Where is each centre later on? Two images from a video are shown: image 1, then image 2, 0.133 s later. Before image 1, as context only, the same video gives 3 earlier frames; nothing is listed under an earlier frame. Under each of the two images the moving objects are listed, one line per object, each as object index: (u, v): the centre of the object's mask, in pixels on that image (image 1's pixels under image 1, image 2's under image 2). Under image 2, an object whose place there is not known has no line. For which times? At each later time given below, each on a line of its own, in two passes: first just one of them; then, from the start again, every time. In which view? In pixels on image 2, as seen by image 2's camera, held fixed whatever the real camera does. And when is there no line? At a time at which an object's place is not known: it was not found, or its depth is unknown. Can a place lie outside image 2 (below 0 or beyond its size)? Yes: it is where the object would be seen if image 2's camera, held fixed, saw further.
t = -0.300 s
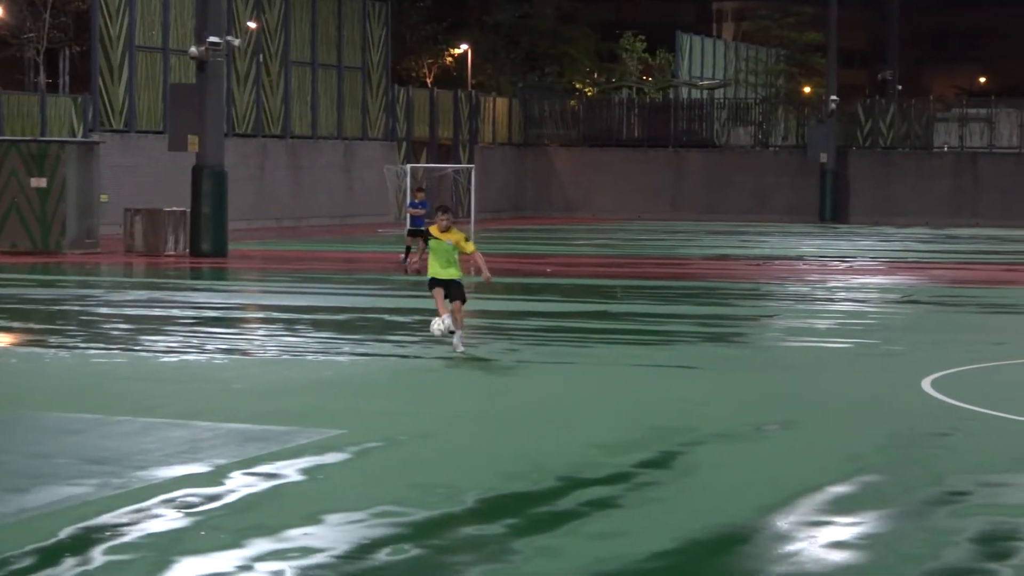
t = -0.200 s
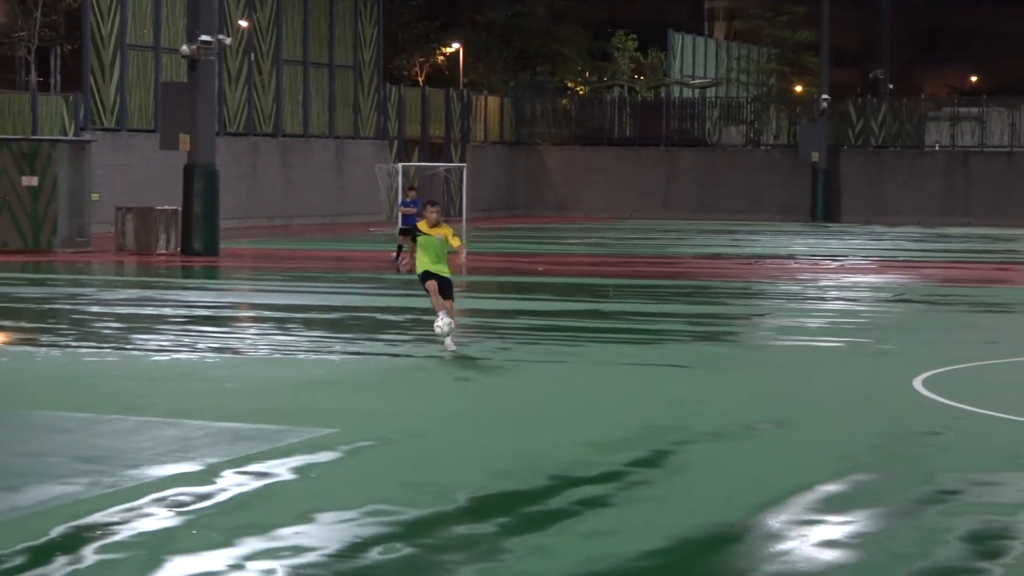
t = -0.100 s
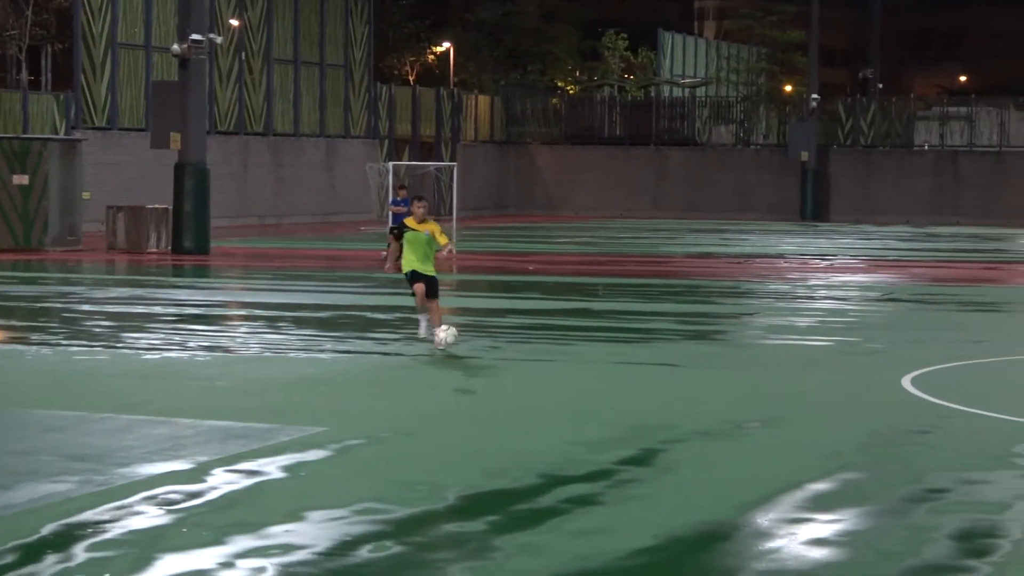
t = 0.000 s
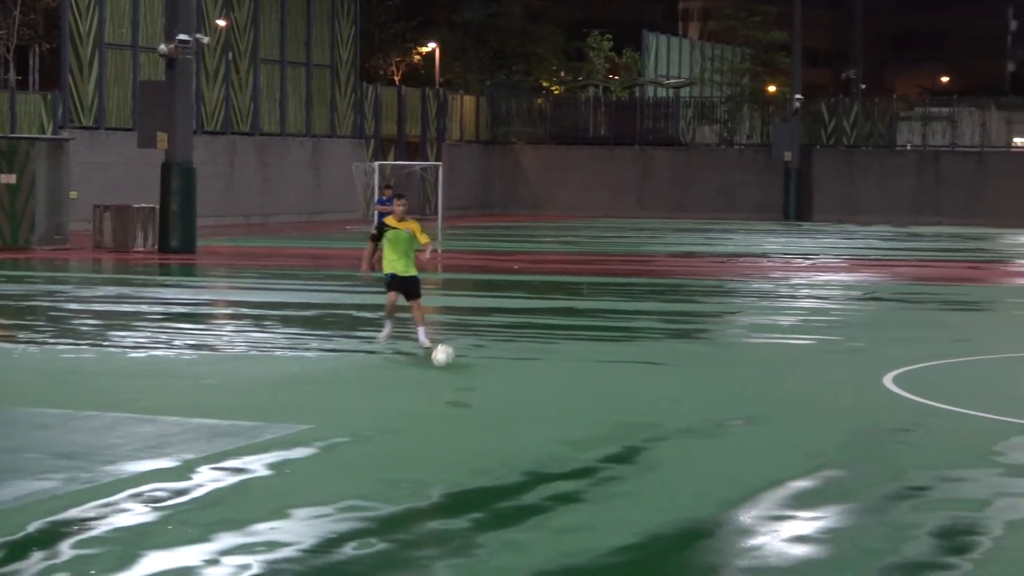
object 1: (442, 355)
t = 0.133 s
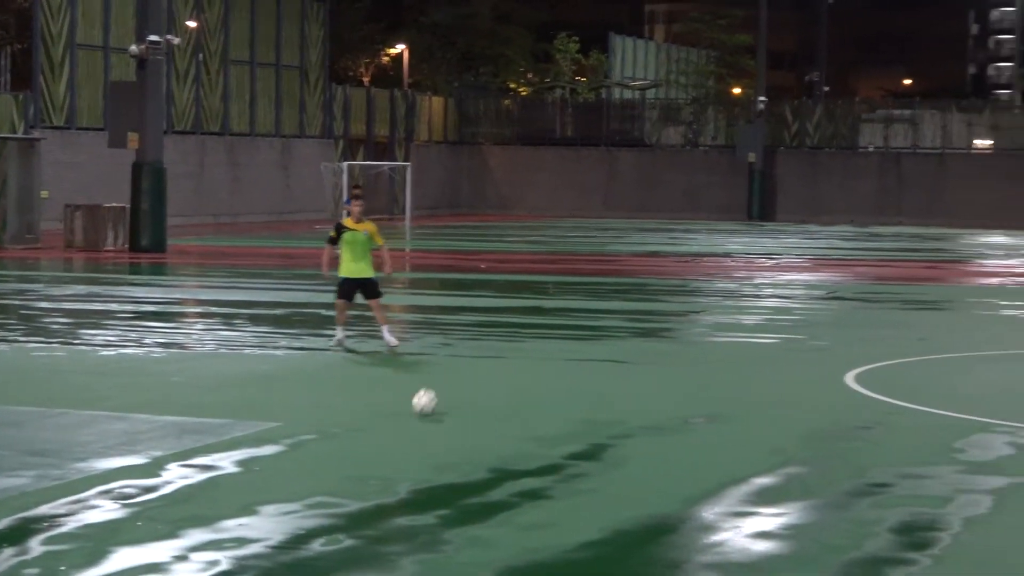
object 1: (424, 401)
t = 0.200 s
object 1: (430, 400)
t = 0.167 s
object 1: (427, 401)
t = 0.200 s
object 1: (430, 400)
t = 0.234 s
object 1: (433, 400)
